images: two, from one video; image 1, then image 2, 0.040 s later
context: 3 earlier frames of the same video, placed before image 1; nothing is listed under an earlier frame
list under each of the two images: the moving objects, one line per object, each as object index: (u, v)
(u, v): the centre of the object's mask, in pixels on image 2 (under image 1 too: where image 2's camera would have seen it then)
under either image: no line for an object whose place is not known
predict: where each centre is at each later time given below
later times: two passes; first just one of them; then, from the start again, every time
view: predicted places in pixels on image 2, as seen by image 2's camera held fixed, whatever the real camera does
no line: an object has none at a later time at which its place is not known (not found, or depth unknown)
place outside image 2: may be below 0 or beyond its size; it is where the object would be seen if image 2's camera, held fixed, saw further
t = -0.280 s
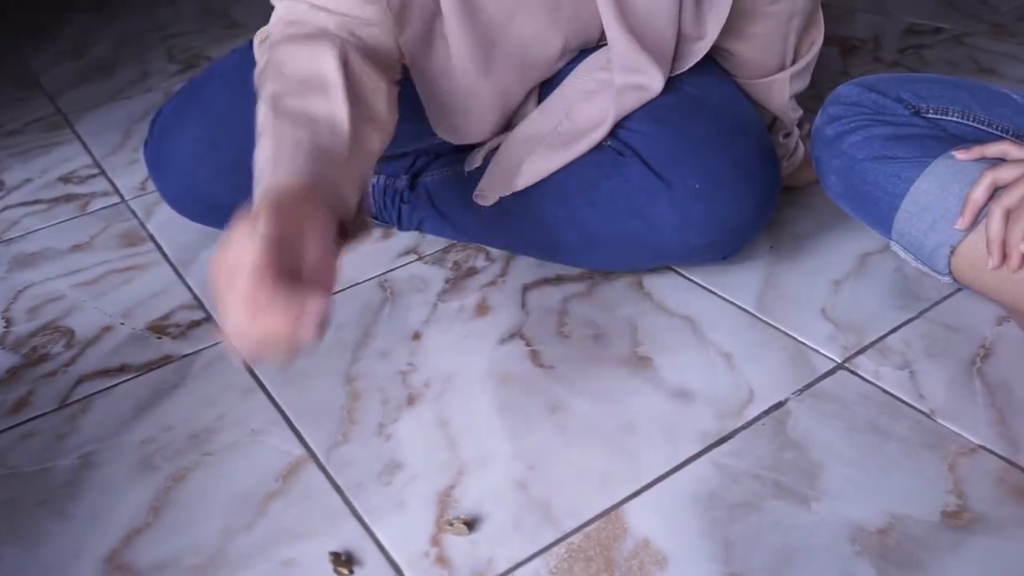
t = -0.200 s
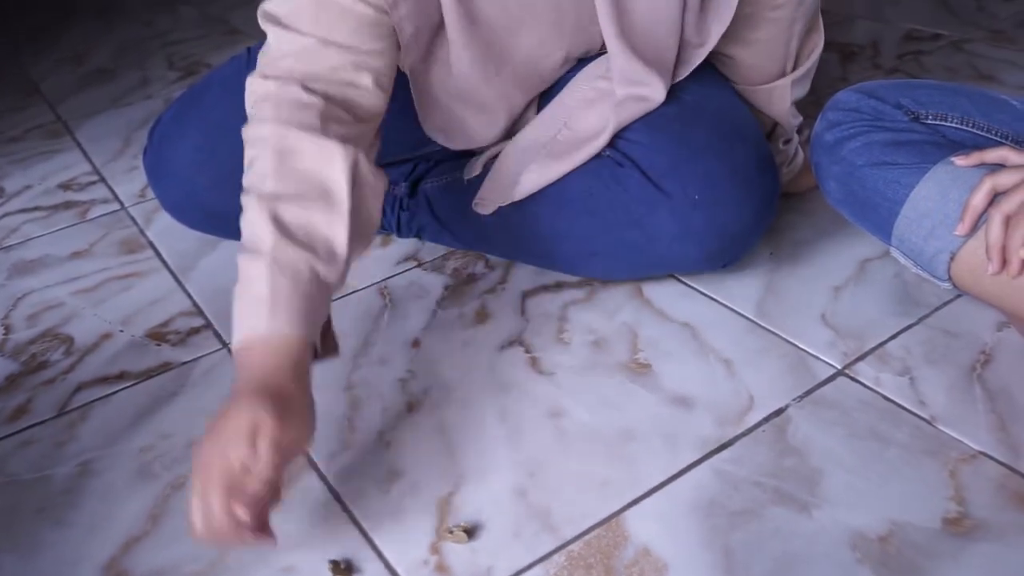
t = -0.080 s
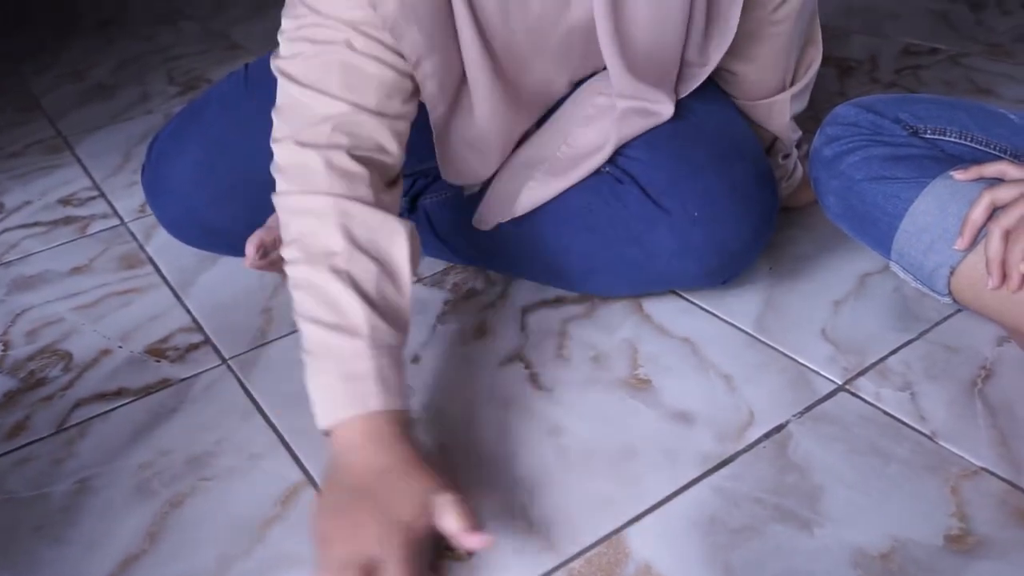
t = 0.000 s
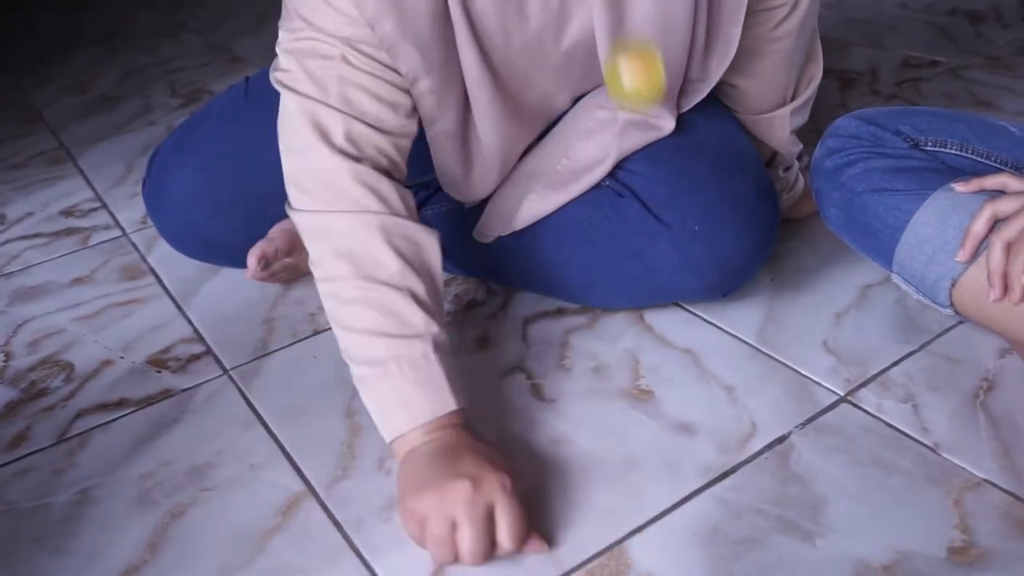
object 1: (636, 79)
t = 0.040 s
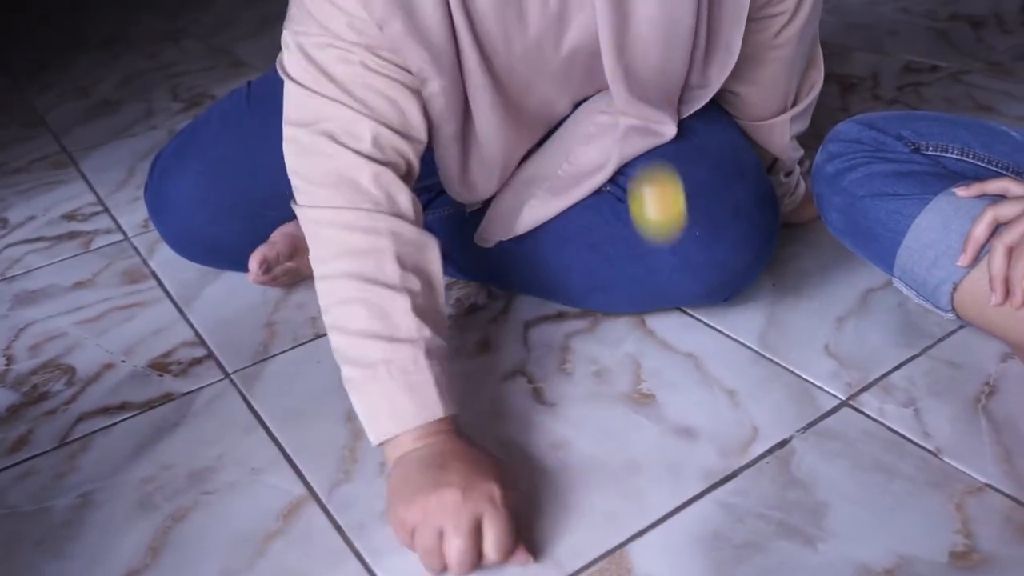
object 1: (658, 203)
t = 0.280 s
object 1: (702, 28)
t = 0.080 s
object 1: (676, 325)
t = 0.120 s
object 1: (687, 356)
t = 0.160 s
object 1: (690, 264)
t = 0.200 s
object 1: (694, 173)
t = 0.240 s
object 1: (698, 95)
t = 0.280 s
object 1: (702, 28)
